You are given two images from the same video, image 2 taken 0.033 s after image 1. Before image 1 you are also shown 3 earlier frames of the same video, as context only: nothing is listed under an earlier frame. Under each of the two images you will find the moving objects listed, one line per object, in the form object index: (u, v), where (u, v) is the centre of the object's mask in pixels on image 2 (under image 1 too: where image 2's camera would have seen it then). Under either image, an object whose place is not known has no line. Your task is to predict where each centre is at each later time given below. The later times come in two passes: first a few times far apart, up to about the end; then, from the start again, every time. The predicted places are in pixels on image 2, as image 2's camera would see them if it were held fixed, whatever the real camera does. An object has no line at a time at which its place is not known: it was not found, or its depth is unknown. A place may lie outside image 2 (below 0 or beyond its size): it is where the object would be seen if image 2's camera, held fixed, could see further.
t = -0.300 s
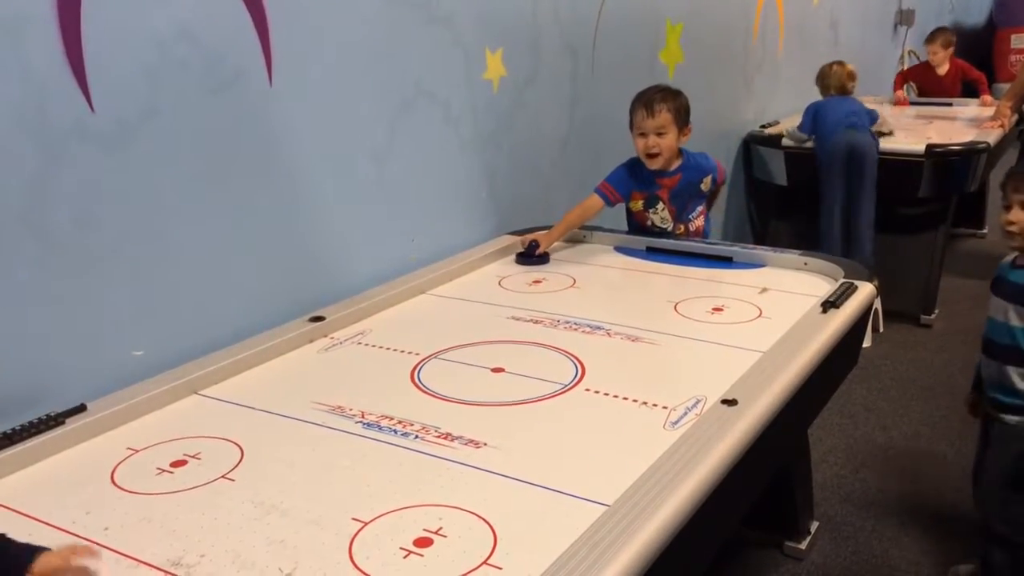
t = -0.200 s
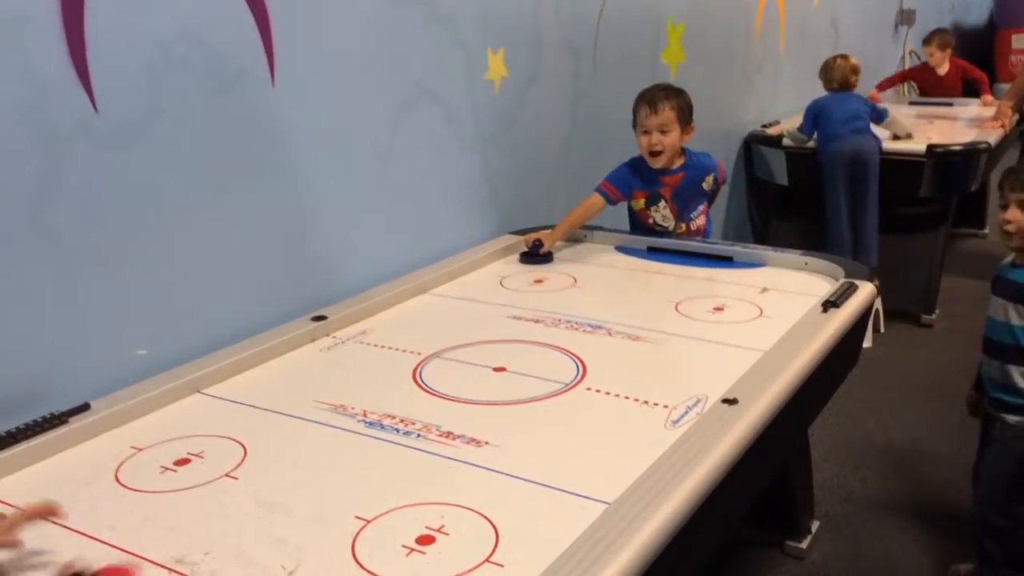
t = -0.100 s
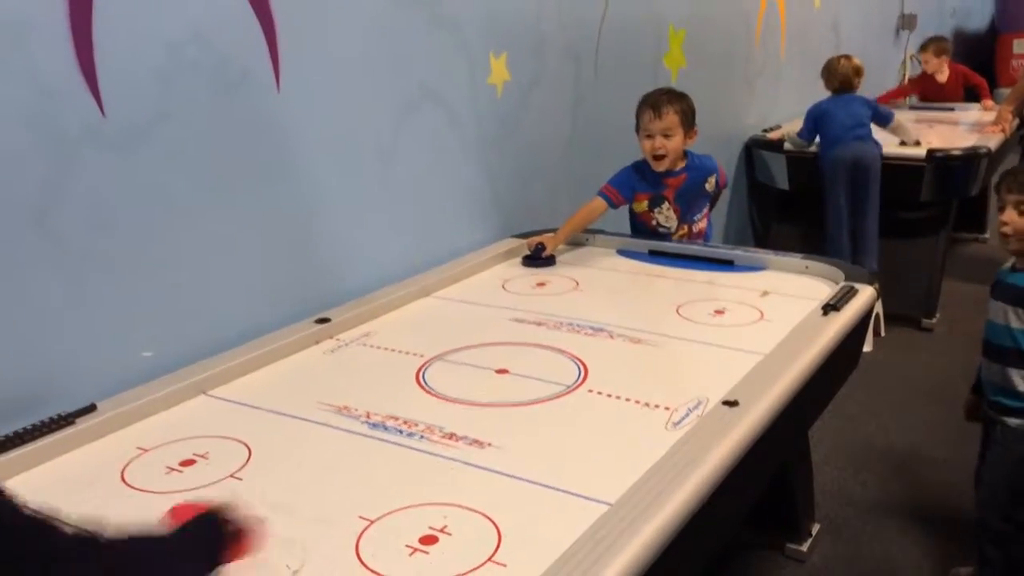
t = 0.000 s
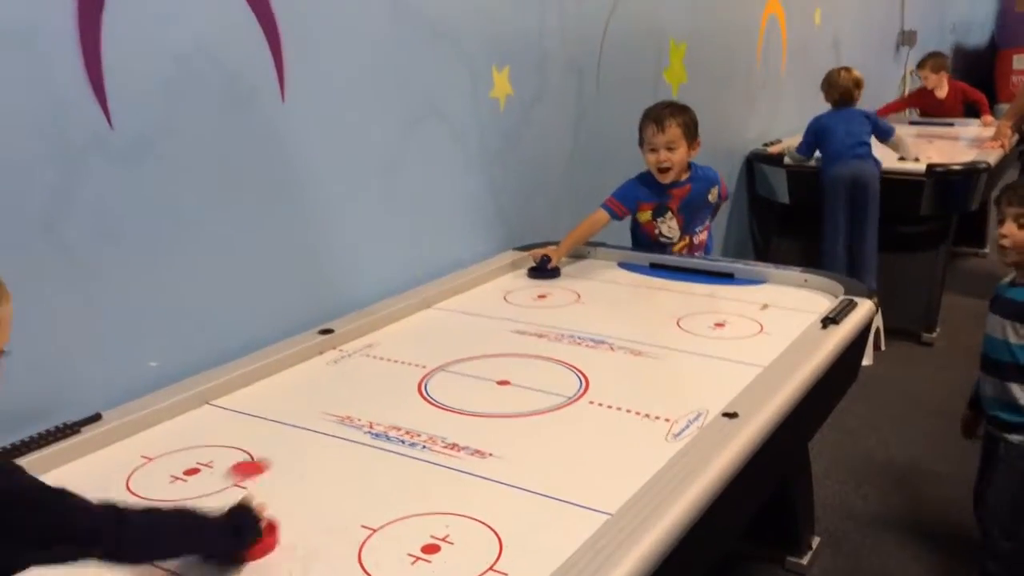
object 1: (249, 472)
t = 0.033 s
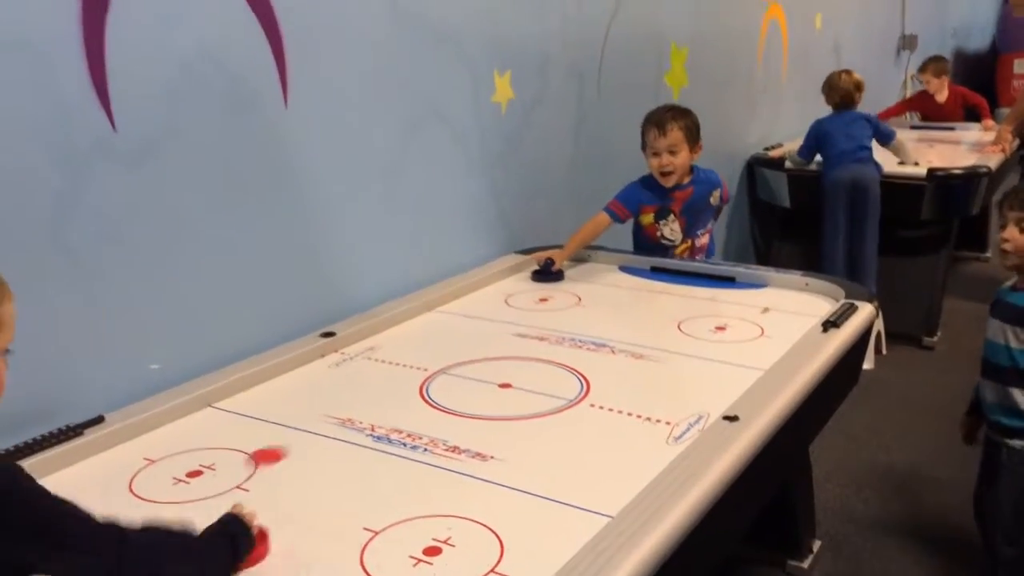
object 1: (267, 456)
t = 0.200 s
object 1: (332, 395)
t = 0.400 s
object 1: (388, 343)
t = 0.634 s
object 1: (467, 313)
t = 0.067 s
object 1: (282, 442)
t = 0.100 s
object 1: (295, 429)
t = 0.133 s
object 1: (308, 417)
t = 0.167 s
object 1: (321, 406)
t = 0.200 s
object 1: (332, 395)
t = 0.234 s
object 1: (343, 385)
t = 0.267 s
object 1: (353, 375)
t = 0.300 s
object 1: (362, 366)
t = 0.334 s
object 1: (371, 357)
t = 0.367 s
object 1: (380, 349)
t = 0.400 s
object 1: (388, 343)
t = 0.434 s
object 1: (394, 335)
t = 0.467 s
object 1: (402, 329)
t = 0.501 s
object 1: (416, 325)
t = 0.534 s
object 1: (429, 322)
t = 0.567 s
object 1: (442, 319)
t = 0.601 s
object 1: (455, 316)
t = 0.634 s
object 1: (467, 313)
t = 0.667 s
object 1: (480, 310)
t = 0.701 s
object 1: (491, 307)
